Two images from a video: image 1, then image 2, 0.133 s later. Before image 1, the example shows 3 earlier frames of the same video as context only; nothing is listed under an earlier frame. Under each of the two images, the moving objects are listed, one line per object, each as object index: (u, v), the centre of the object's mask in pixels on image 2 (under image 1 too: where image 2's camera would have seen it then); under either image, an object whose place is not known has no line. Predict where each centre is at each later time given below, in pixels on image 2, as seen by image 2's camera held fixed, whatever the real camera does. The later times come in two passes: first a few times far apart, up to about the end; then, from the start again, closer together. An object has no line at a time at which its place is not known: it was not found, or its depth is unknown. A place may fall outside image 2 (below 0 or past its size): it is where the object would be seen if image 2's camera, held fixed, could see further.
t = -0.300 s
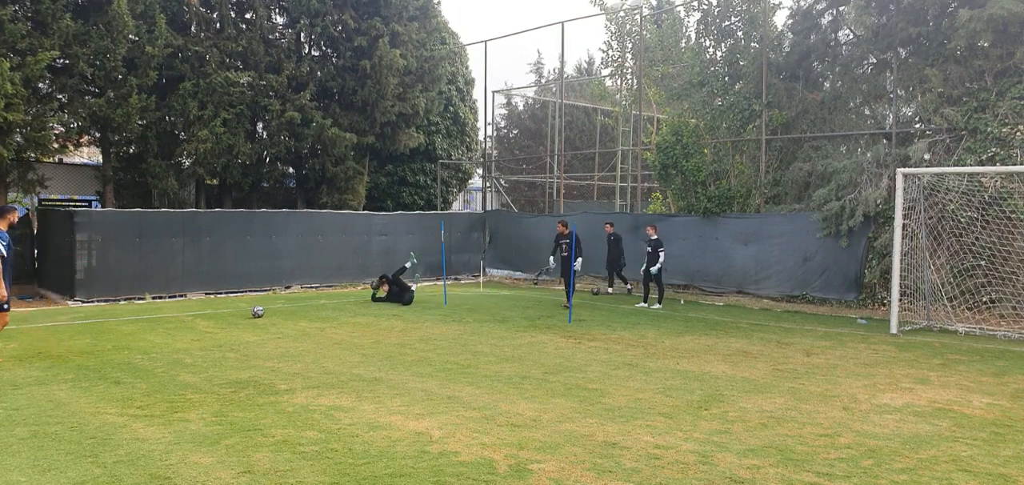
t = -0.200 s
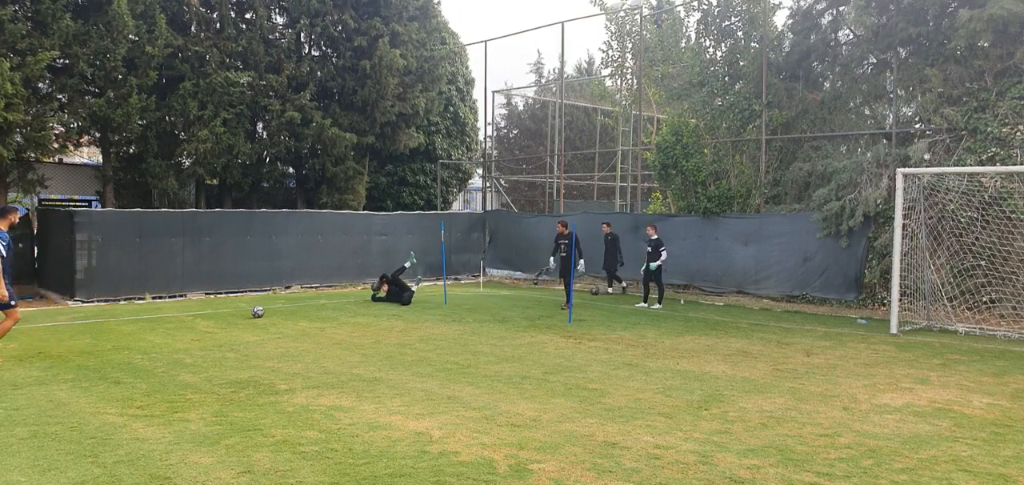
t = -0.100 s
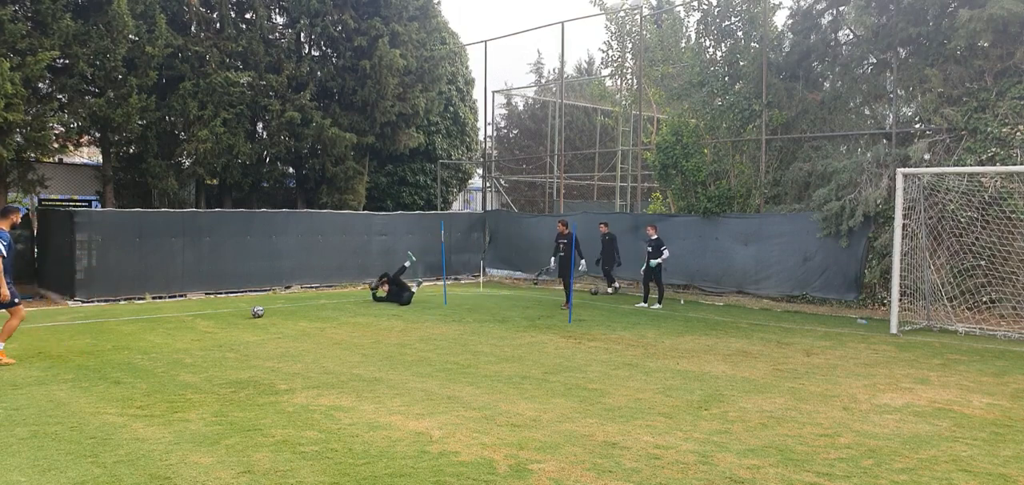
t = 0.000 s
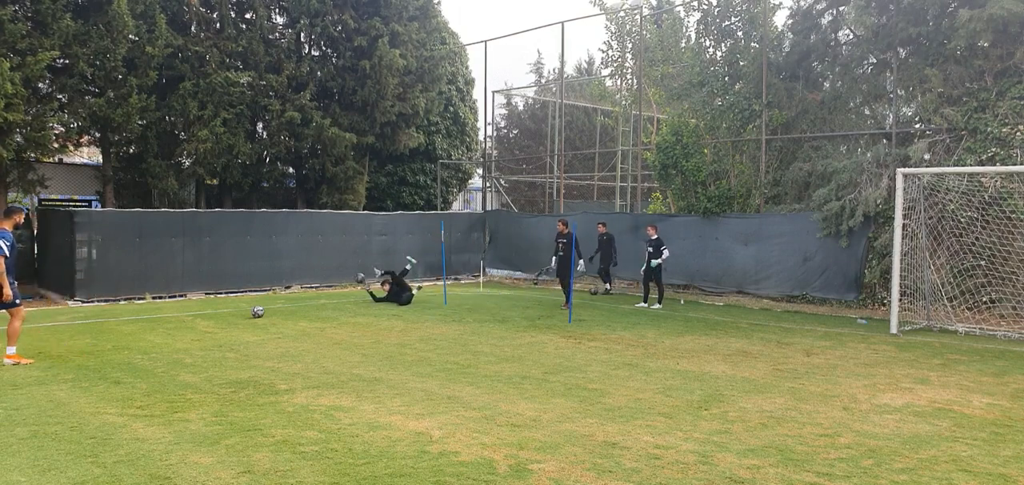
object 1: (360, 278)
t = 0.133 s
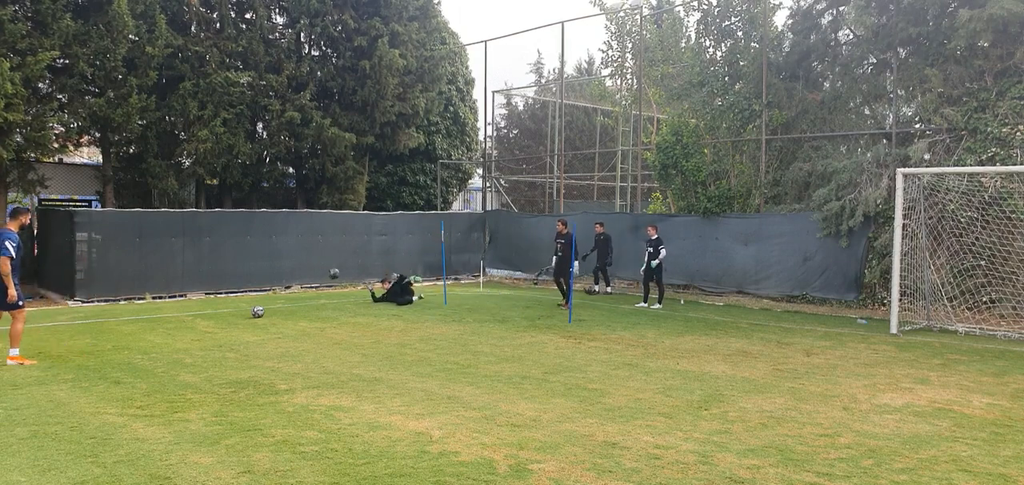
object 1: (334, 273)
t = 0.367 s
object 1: (280, 288)
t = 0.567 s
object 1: (226, 323)
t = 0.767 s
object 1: (184, 313)
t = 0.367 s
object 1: (280, 288)
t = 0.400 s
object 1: (271, 294)
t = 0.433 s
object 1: (262, 299)
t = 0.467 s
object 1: (253, 306)
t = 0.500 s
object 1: (243, 313)
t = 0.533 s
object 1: (233, 322)
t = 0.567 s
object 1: (226, 323)
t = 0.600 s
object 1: (219, 319)
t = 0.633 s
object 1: (213, 317)
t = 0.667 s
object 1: (206, 314)
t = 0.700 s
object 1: (198, 314)
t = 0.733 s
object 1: (191, 313)
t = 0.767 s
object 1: (184, 313)
